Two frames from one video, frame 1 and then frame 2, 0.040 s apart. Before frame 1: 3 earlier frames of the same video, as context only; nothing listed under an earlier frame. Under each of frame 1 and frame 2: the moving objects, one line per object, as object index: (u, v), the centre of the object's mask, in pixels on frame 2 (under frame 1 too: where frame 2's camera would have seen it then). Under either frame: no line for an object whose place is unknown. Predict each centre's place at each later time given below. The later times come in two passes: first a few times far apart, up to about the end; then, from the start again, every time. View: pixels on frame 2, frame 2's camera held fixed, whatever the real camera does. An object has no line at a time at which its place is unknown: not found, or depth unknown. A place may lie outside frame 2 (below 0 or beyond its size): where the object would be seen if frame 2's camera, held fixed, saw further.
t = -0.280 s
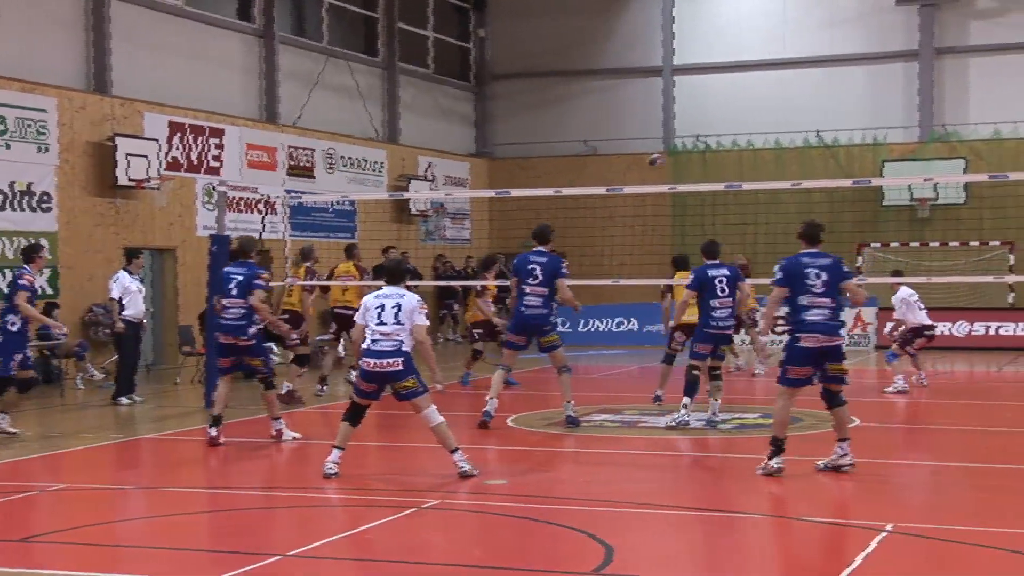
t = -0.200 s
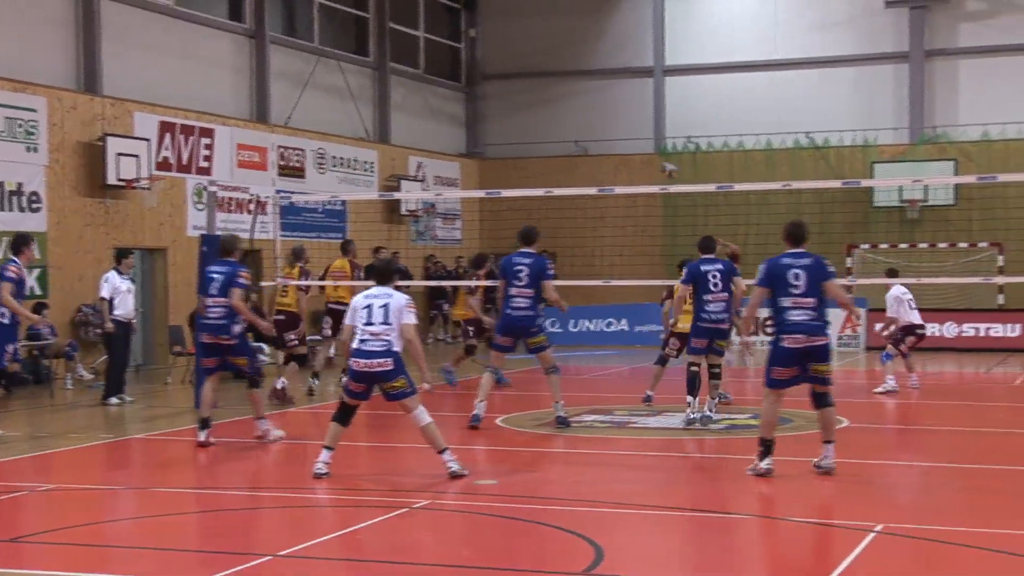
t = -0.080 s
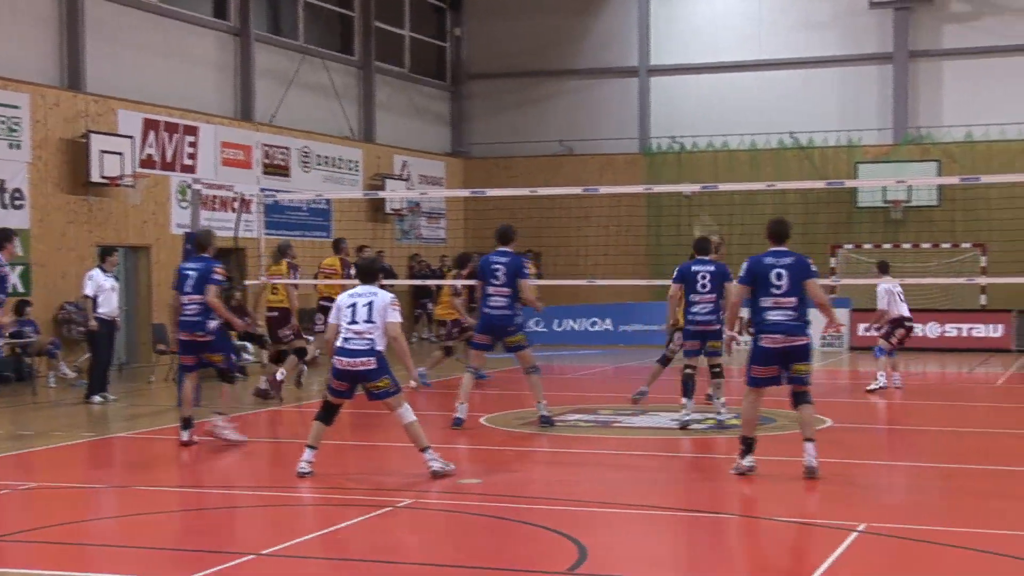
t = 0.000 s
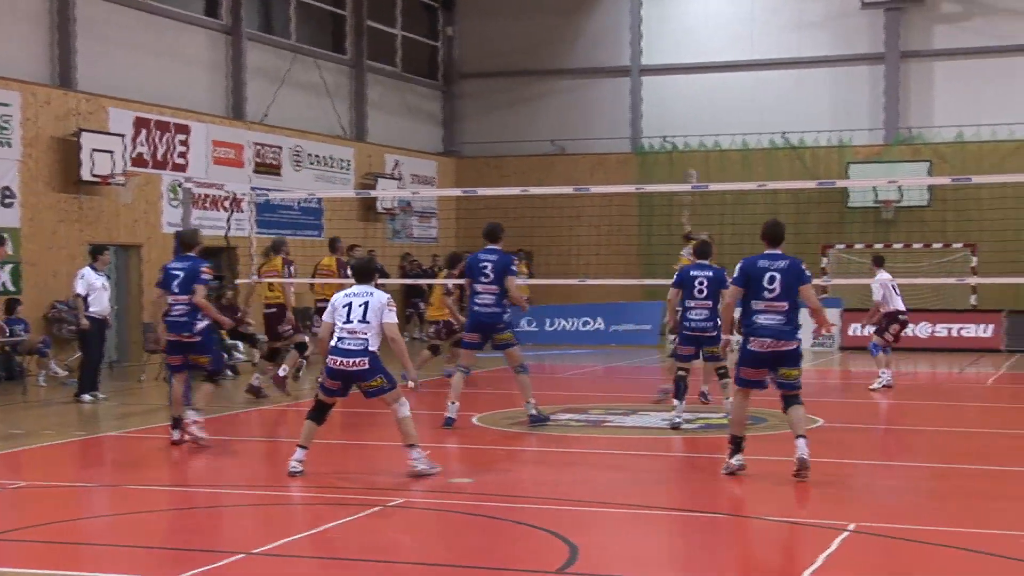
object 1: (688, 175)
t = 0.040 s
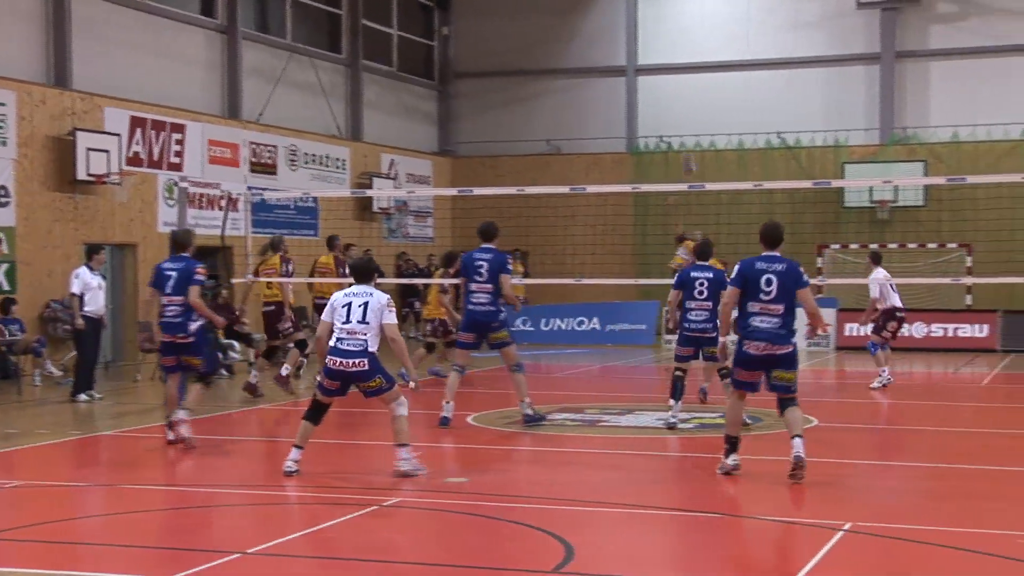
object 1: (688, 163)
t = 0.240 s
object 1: (691, 86)
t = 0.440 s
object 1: (693, 30)
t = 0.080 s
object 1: (691, 148)
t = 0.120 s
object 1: (687, 127)
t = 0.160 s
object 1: (689, 112)
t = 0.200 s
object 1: (689, 98)
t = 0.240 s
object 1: (691, 86)
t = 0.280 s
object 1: (690, 71)
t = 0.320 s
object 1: (691, 61)
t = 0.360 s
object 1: (691, 50)
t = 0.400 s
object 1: (692, 38)
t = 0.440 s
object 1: (693, 30)
